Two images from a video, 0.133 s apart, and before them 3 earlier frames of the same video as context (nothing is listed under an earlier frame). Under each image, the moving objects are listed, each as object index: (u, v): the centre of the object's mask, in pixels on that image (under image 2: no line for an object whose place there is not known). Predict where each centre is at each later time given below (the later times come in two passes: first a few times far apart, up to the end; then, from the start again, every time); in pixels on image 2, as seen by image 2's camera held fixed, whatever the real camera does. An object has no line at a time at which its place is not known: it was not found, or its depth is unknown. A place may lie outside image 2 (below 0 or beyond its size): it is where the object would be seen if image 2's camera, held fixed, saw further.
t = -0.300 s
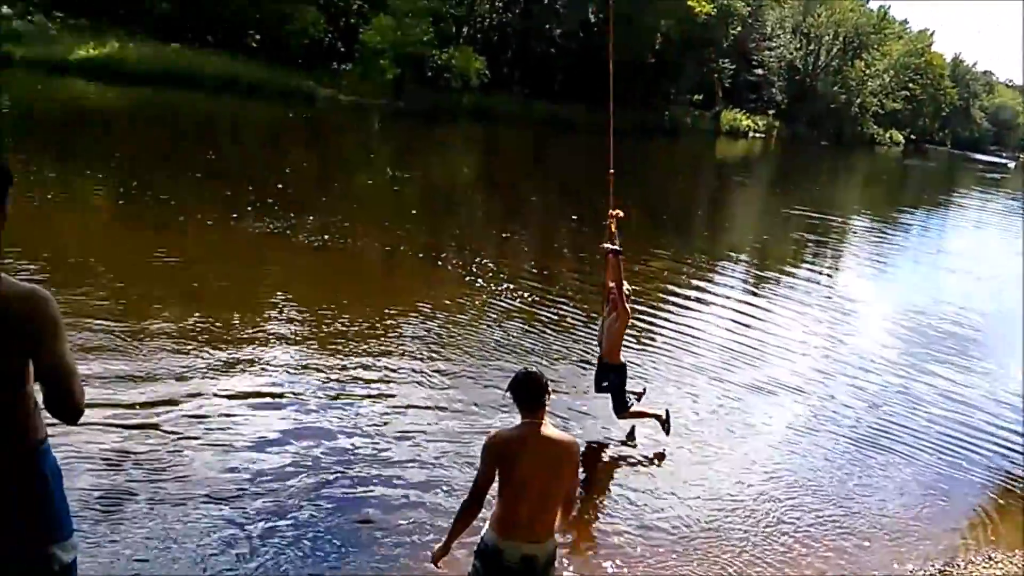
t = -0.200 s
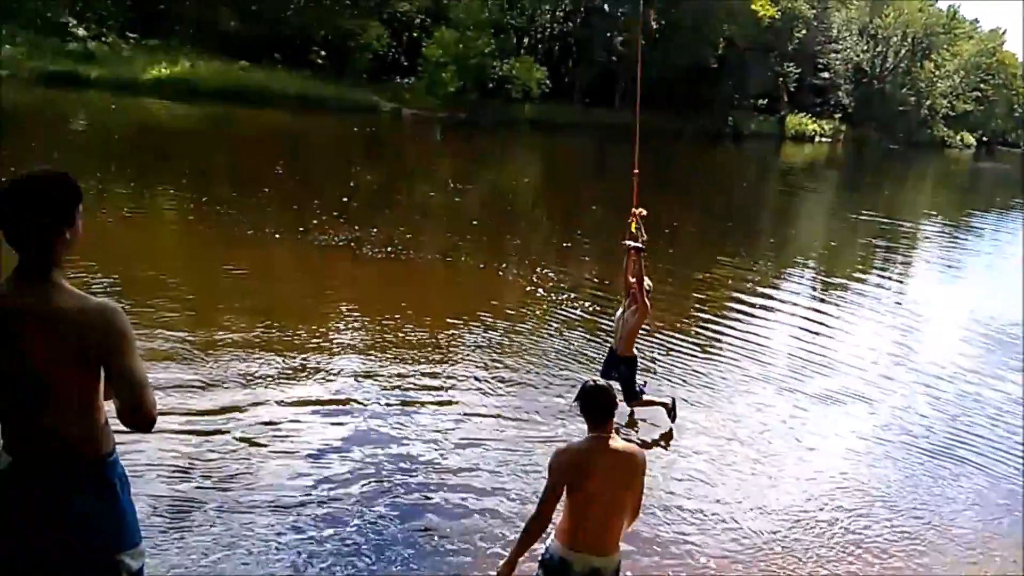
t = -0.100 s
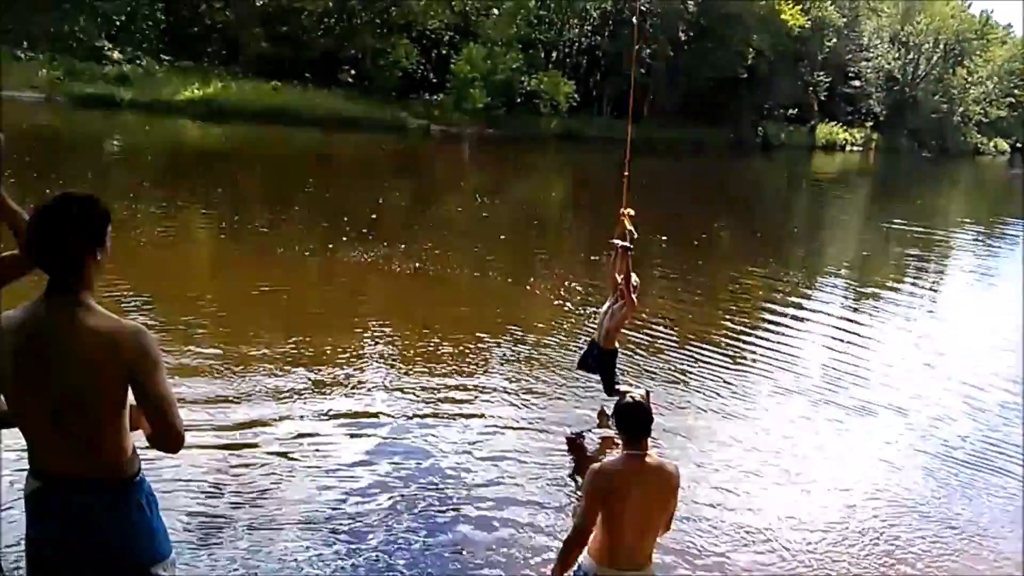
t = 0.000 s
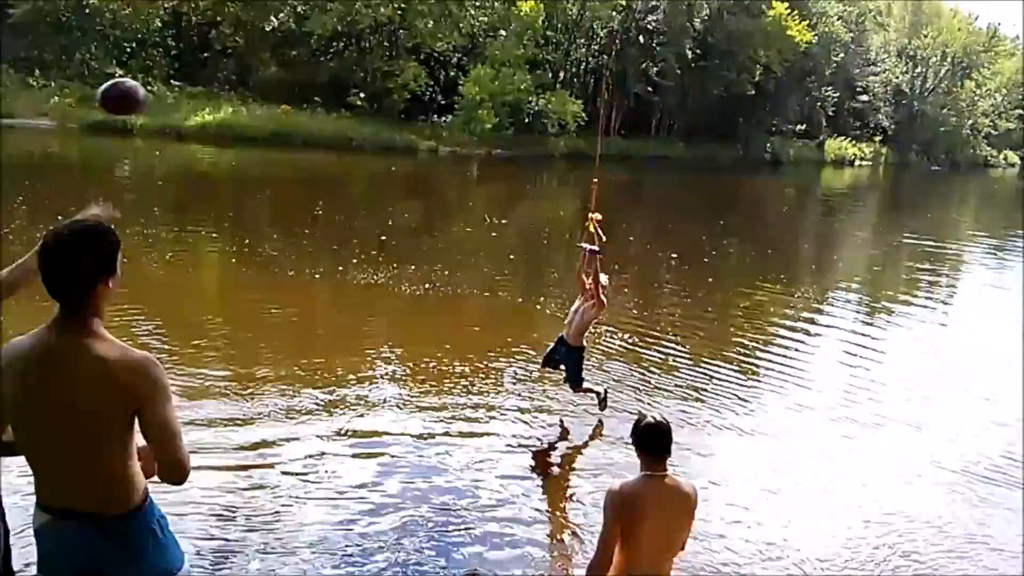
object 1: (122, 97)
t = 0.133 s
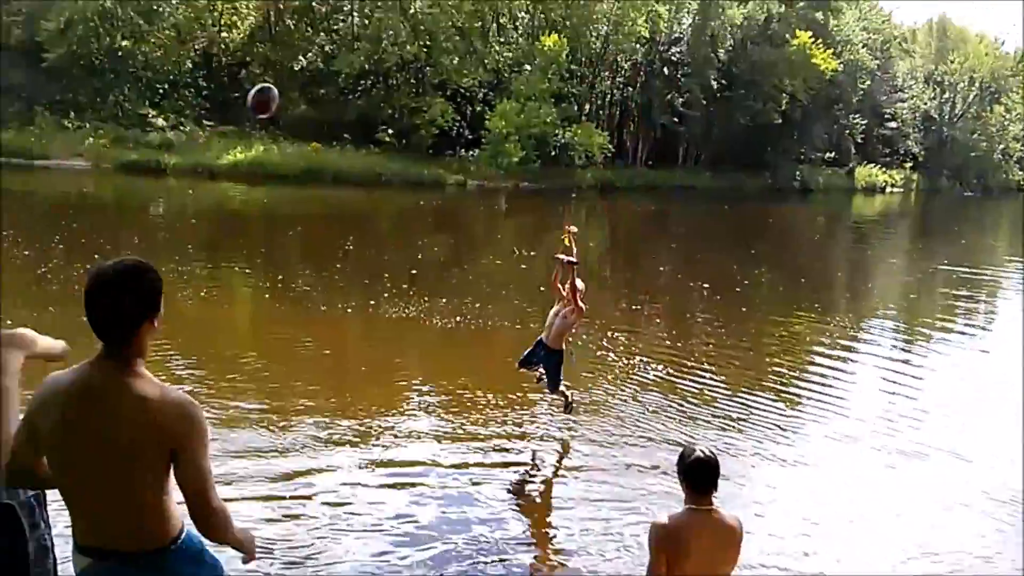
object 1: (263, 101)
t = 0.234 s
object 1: (314, 100)
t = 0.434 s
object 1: (374, 132)
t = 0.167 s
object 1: (282, 98)
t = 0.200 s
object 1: (300, 98)
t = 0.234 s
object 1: (314, 100)
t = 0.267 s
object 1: (327, 103)
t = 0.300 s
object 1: (338, 107)
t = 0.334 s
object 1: (348, 111)
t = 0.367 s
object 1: (358, 116)
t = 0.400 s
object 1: (366, 123)
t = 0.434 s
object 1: (374, 132)
